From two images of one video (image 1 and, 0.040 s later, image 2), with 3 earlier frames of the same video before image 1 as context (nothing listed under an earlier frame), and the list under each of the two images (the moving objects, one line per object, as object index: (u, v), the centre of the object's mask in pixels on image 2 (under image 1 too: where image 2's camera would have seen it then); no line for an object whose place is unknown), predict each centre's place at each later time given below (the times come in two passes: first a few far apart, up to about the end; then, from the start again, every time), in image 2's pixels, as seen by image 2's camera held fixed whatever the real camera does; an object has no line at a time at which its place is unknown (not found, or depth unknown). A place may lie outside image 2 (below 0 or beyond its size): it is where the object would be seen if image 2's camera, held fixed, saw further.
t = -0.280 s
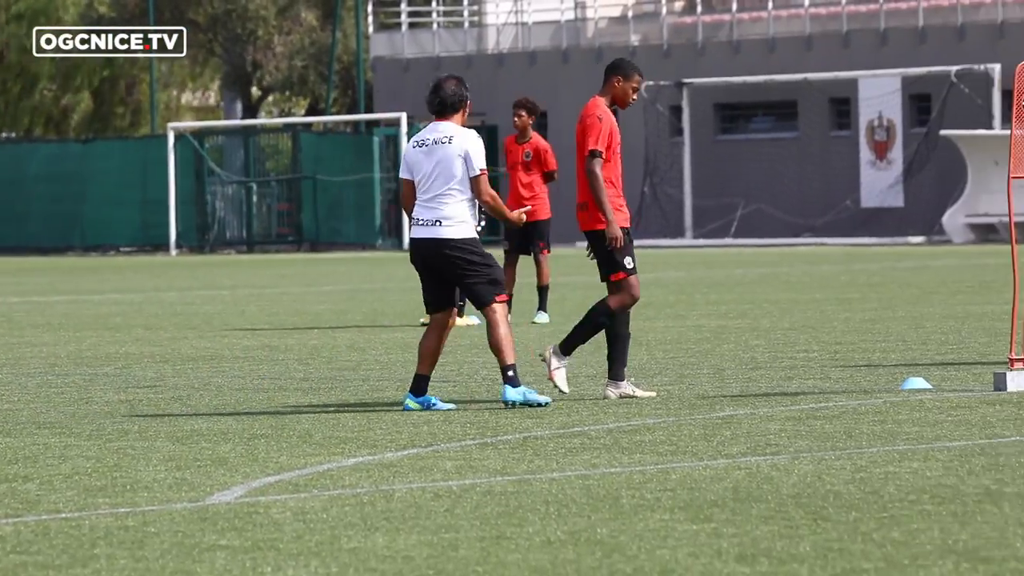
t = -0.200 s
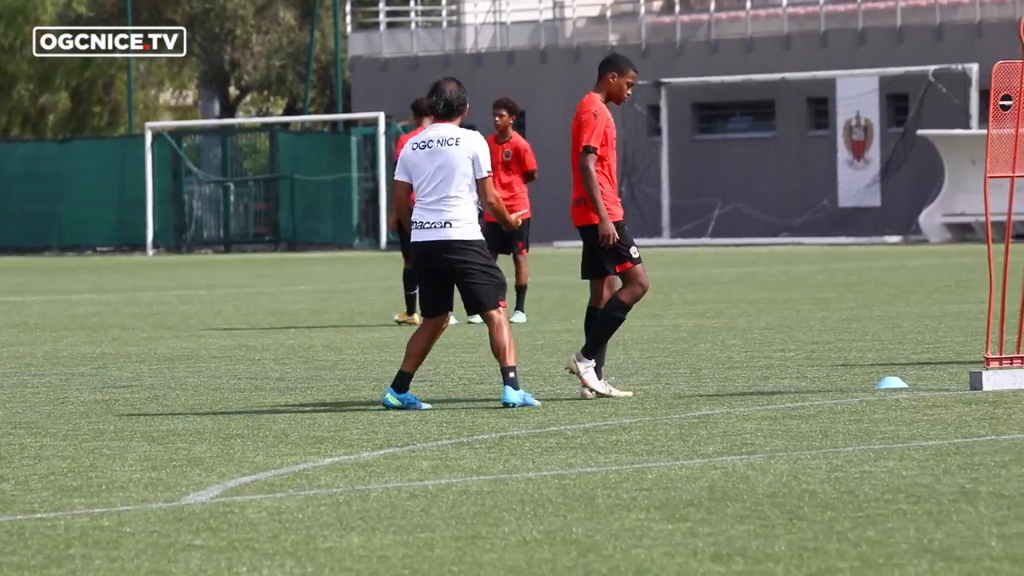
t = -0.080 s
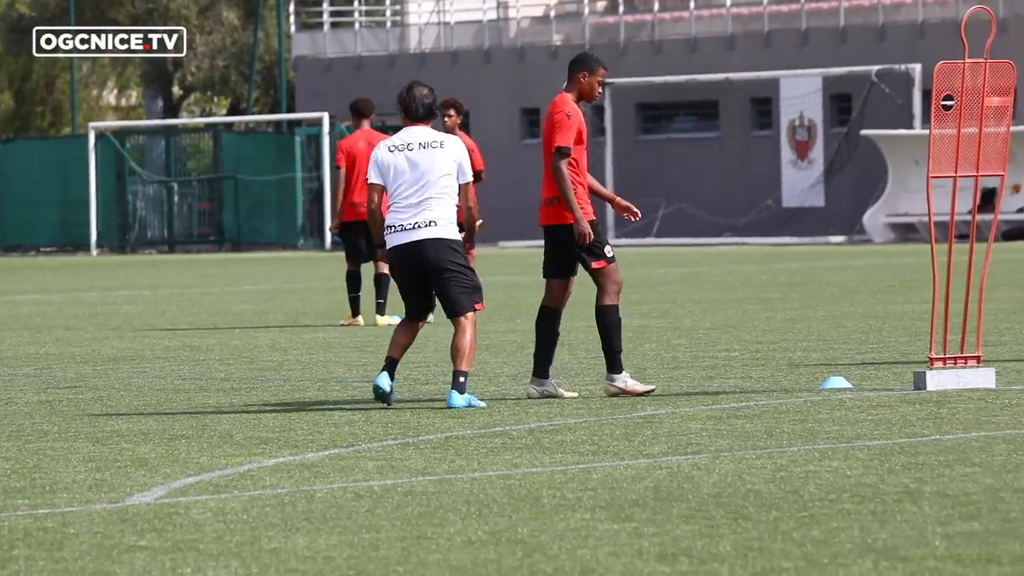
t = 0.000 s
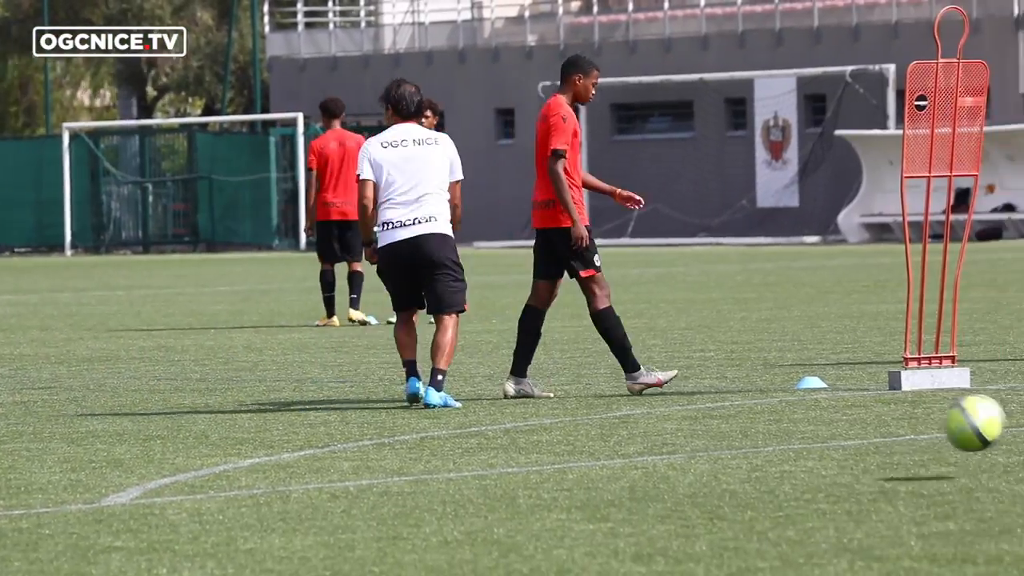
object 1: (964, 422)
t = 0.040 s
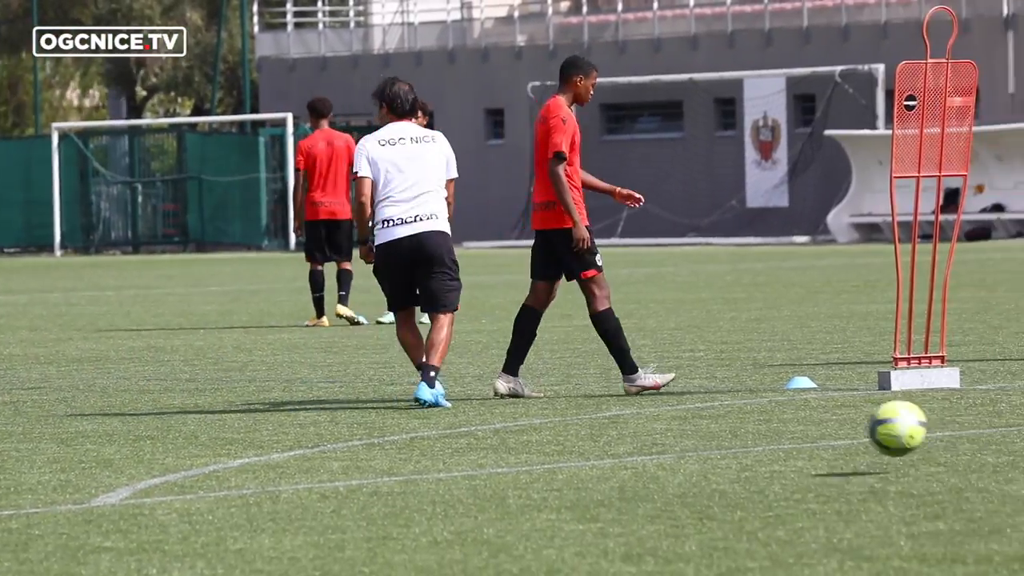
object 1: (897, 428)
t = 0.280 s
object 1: (592, 415)
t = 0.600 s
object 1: (294, 410)
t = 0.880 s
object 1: (96, 403)
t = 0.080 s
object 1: (834, 439)
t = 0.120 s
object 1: (778, 435)
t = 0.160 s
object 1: (730, 423)
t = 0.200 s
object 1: (683, 416)
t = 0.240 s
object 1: (636, 413)
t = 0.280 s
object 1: (592, 415)
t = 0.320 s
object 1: (548, 421)
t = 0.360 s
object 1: (509, 425)
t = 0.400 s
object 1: (469, 415)
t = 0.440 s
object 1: (433, 412)
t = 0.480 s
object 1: (396, 411)
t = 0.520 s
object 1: (361, 414)
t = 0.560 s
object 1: (326, 417)
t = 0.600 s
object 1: (294, 410)
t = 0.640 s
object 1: (262, 405)
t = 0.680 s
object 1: (232, 405)
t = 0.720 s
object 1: (202, 408)
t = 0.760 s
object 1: (172, 411)
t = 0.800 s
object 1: (143, 405)
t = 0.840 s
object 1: (115, 403)
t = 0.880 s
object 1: (96, 403)
